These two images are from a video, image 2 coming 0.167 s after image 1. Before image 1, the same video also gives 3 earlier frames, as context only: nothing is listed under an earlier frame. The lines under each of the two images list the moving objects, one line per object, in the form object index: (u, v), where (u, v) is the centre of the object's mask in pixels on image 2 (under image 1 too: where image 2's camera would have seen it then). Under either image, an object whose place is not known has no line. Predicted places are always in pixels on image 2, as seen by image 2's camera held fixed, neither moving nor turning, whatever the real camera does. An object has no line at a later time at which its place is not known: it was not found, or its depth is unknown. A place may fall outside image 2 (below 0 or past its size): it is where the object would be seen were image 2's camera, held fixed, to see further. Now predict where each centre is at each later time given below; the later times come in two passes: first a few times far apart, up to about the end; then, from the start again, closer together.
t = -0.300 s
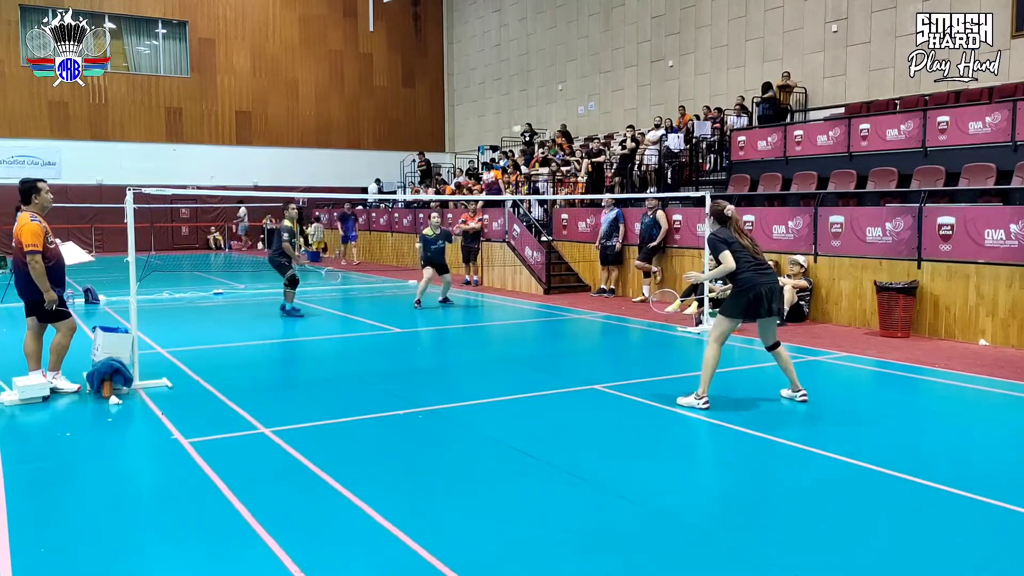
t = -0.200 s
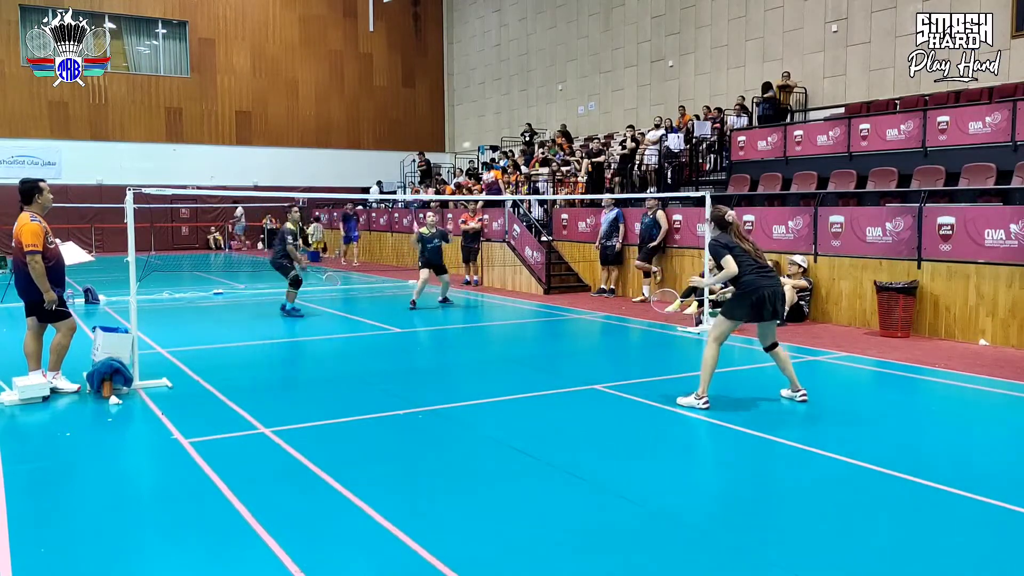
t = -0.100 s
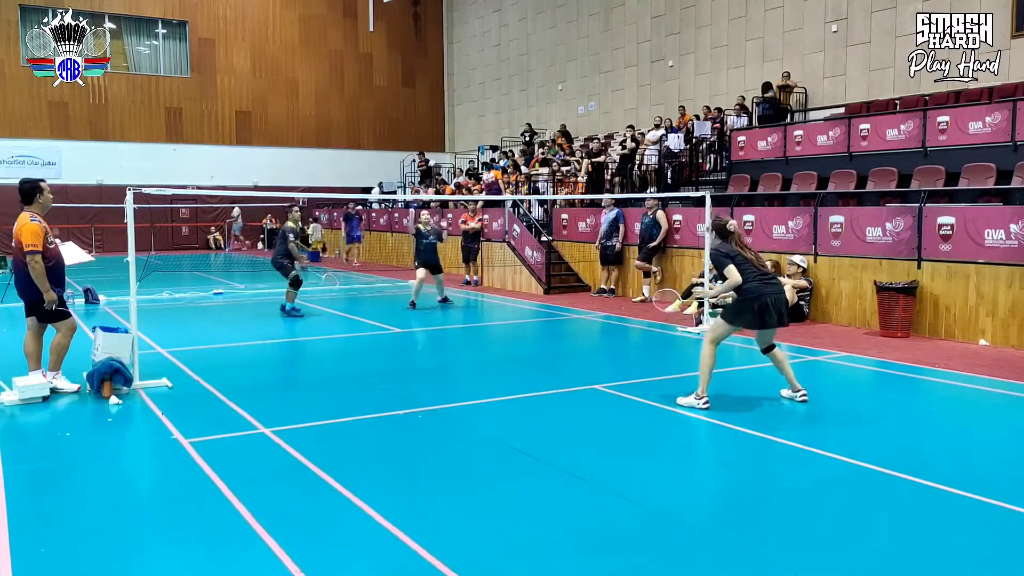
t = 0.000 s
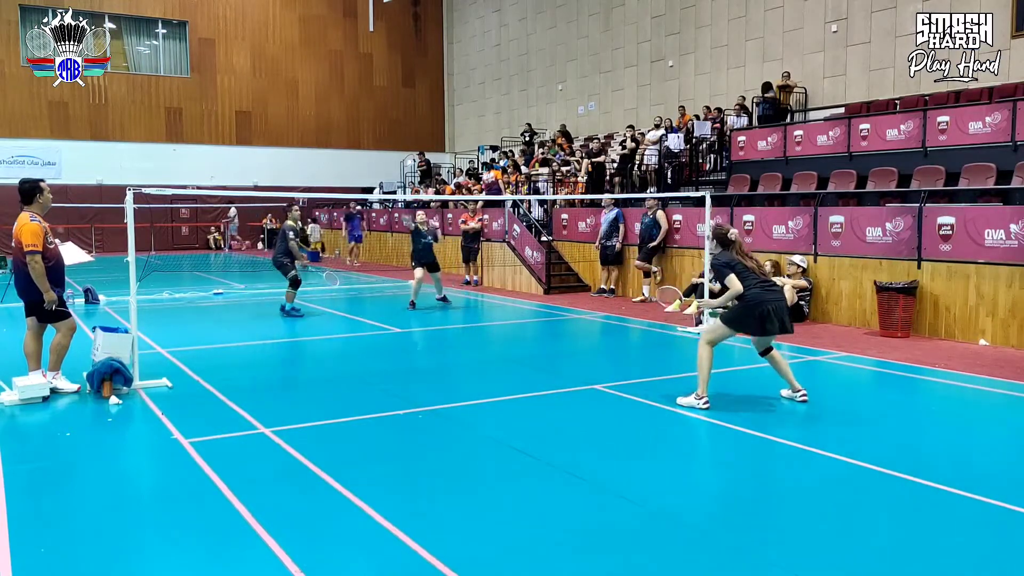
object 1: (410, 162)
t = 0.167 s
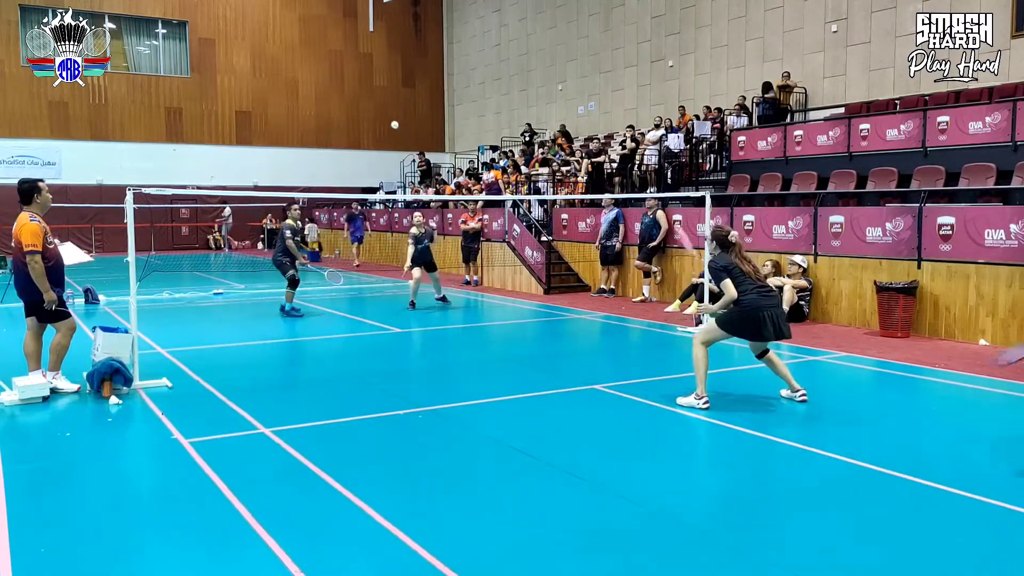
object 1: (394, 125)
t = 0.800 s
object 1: (327, 313)
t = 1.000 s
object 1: (306, 512)
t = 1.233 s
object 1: (304, 479)
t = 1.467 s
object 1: (291, 544)
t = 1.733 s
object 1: (275, 549)
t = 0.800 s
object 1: (327, 313)
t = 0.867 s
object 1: (320, 379)
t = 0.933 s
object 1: (312, 455)
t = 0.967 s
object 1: (308, 499)
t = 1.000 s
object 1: (306, 512)
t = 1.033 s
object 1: (306, 499)
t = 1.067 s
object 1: (306, 490)
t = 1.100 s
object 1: (306, 483)
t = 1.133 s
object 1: (306, 478)
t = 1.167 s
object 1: (306, 476)
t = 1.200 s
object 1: (306, 476)
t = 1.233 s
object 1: (304, 479)
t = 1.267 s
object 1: (302, 485)
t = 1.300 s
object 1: (300, 493)
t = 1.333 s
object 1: (298, 503)
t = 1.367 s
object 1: (298, 515)
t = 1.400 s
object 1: (298, 529)
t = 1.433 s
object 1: (297, 544)
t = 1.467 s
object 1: (291, 544)
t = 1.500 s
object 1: (288, 540)
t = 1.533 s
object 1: (285, 539)
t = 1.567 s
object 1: (283, 540)
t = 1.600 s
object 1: (281, 544)
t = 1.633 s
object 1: (278, 545)
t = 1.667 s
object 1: (277, 546)
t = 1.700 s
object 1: (276, 549)
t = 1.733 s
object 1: (275, 549)
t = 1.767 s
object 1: (273, 550)
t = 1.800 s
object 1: (273, 550)
